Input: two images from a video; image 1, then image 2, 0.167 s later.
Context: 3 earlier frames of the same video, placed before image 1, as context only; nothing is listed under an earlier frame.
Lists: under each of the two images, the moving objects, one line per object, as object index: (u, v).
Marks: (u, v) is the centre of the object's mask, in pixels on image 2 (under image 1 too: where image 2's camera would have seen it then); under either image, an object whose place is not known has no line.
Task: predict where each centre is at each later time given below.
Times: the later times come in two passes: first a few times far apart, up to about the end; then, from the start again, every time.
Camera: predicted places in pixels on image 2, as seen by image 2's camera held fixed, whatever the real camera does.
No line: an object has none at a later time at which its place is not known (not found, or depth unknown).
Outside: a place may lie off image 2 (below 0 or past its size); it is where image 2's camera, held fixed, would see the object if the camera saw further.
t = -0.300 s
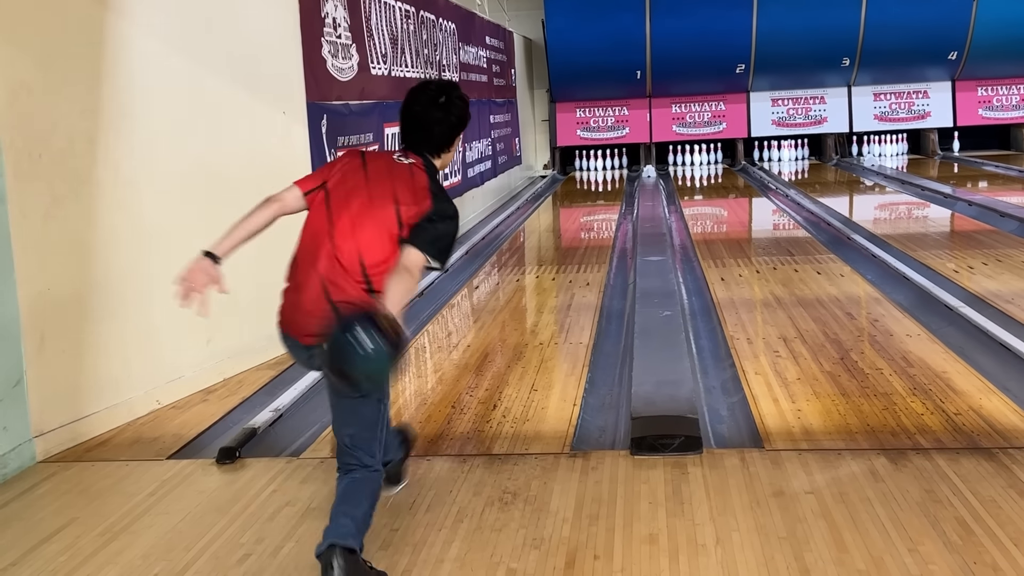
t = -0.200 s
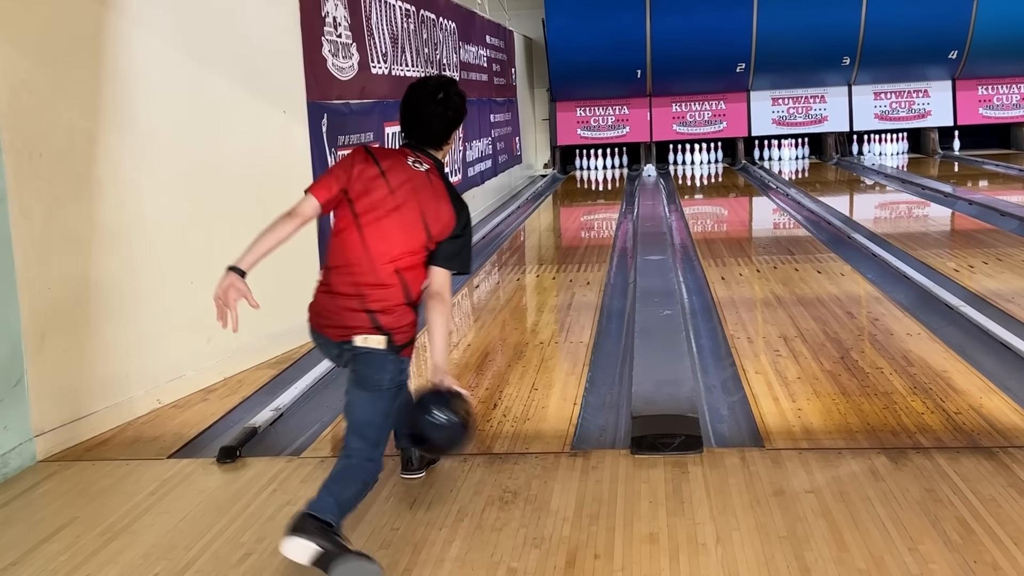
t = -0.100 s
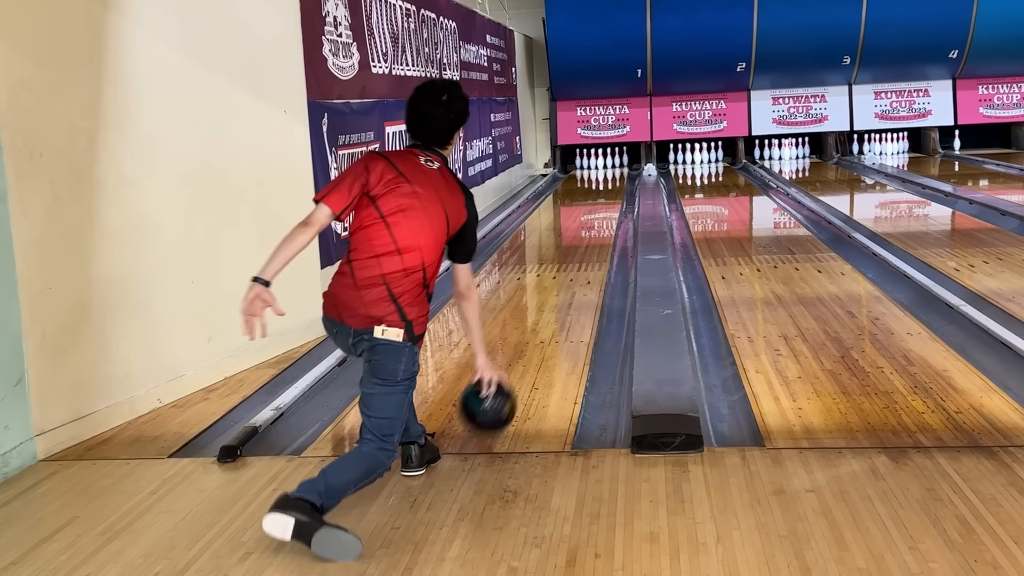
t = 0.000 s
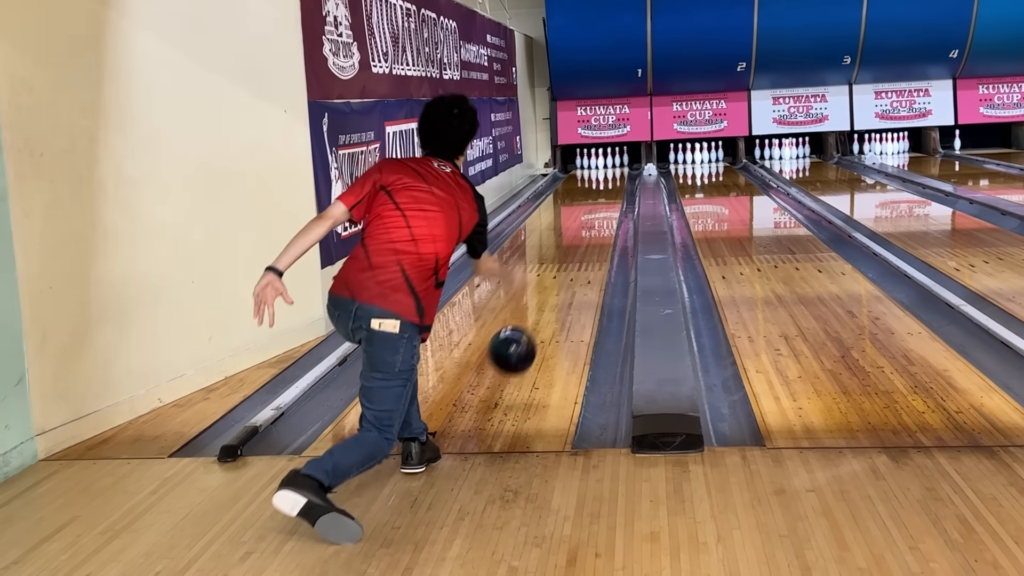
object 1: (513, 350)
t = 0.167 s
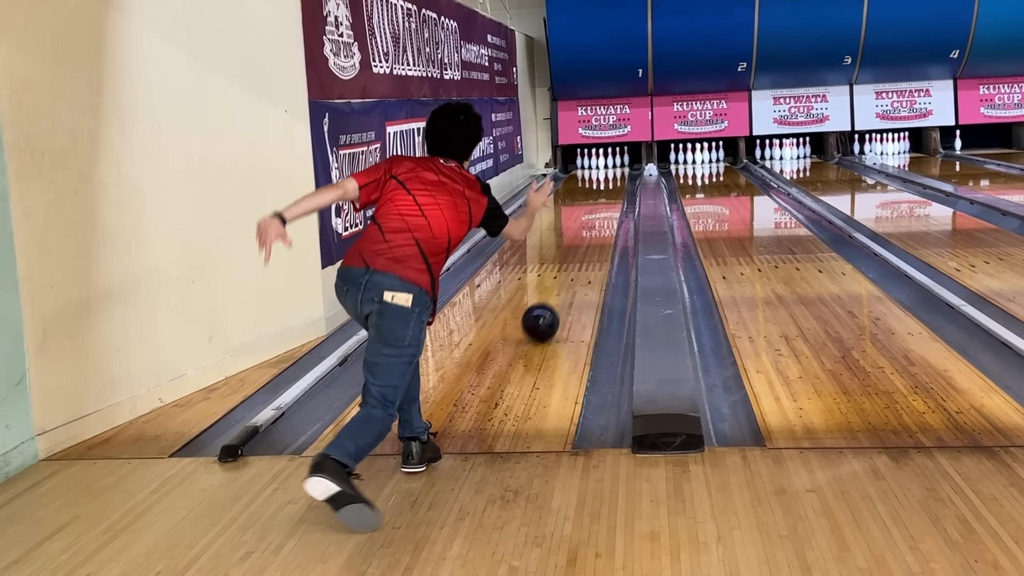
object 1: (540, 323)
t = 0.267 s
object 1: (551, 297)
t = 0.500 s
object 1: (569, 257)
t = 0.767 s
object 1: (581, 227)
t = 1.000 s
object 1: (589, 208)
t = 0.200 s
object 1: (544, 313)
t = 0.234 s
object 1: (548, 305)
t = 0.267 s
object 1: (551, 297)
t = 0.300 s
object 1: (554, 290)
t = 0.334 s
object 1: (557, 286)
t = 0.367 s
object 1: (564, 274)
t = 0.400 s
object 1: (562, 272)
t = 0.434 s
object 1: (564, 266)
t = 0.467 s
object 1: (566, 261)
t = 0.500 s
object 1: (569, 257)
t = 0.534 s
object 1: (571, 252)
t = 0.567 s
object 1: (572, 248)
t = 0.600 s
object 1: (574, 244)
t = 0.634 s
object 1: (576, 240)
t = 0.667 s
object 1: (577, 236)
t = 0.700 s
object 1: (578, 233)
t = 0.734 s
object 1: (580, 230)
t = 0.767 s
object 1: (581, 227)
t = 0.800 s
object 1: (583, 224)
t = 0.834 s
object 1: (583, 221)
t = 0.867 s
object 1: (585, 218)
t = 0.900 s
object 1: (586, 216)
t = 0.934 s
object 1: (587, 213)
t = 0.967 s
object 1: (588, 211)
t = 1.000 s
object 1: (589, 208)
